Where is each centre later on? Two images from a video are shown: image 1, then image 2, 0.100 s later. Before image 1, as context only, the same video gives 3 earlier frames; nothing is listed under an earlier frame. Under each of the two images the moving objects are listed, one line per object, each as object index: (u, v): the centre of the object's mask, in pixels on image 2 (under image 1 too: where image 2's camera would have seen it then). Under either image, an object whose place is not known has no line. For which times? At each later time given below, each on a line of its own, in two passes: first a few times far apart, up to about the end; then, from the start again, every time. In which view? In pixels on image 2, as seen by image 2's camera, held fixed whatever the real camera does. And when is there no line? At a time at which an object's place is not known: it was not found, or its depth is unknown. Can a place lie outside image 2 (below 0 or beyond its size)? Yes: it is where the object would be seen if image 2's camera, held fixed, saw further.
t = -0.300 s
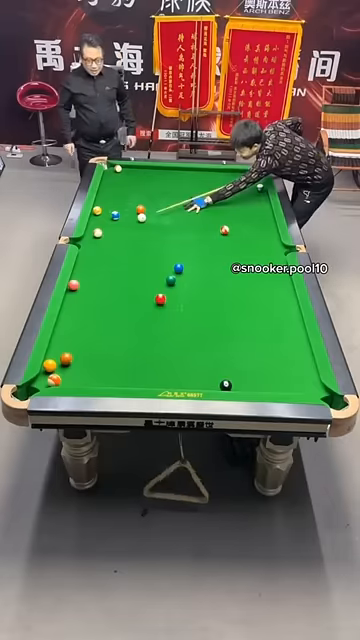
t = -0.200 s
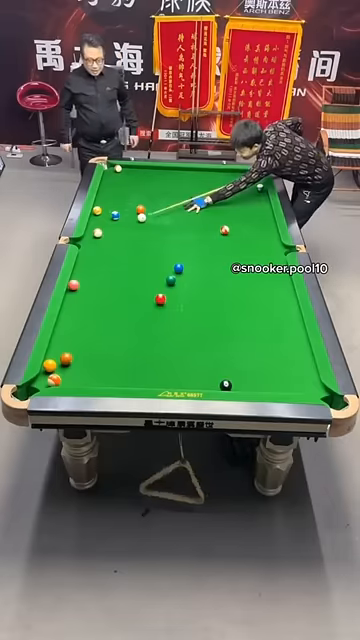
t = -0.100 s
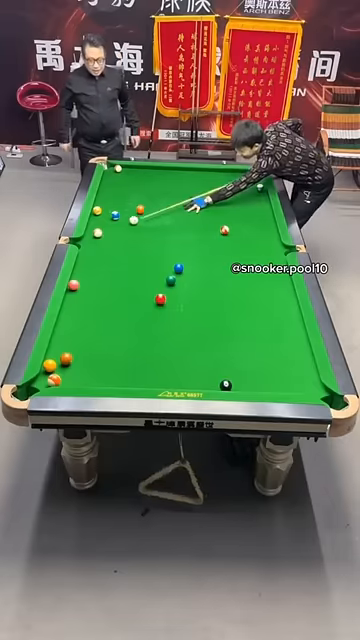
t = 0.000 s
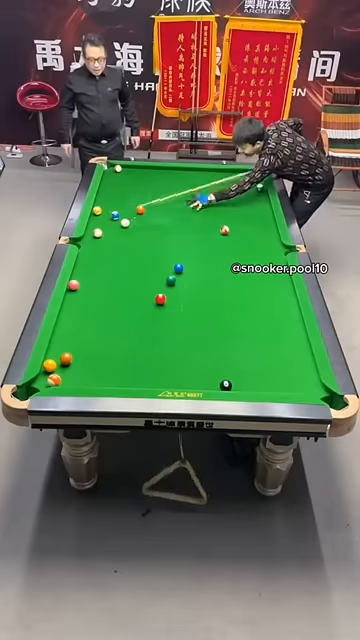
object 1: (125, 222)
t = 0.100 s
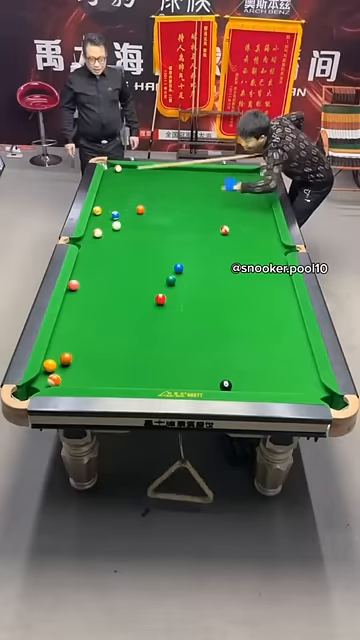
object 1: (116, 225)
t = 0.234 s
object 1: (104, 228)
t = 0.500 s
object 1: (95, 229)
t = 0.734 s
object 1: (90, 228)
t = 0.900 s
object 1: (93, 229)
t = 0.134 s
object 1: (114, 226)
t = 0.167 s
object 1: (110, 227)
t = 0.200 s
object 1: (108, 228)
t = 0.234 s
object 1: (104, 228)
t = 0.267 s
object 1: (103, 229)
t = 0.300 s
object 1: (102, 229)
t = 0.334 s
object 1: (101, 229)
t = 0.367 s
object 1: (100, 229)
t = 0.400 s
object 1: (98, 229)
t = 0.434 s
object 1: (97, 229)
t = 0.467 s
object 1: (96, 229)
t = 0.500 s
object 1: (95, 229)
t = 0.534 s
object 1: (94, 229)
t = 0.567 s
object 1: (93, 228)
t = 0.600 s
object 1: (92, 228)
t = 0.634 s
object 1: (92, 228)
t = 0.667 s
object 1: (91, 228)
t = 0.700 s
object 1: (90, 228)
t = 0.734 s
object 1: (90, 228)
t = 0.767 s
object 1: (91, 228)
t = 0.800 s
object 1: (91, 229)
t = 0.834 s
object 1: (92, 229)
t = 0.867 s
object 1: (92, 229)
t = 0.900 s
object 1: (93, 229)
